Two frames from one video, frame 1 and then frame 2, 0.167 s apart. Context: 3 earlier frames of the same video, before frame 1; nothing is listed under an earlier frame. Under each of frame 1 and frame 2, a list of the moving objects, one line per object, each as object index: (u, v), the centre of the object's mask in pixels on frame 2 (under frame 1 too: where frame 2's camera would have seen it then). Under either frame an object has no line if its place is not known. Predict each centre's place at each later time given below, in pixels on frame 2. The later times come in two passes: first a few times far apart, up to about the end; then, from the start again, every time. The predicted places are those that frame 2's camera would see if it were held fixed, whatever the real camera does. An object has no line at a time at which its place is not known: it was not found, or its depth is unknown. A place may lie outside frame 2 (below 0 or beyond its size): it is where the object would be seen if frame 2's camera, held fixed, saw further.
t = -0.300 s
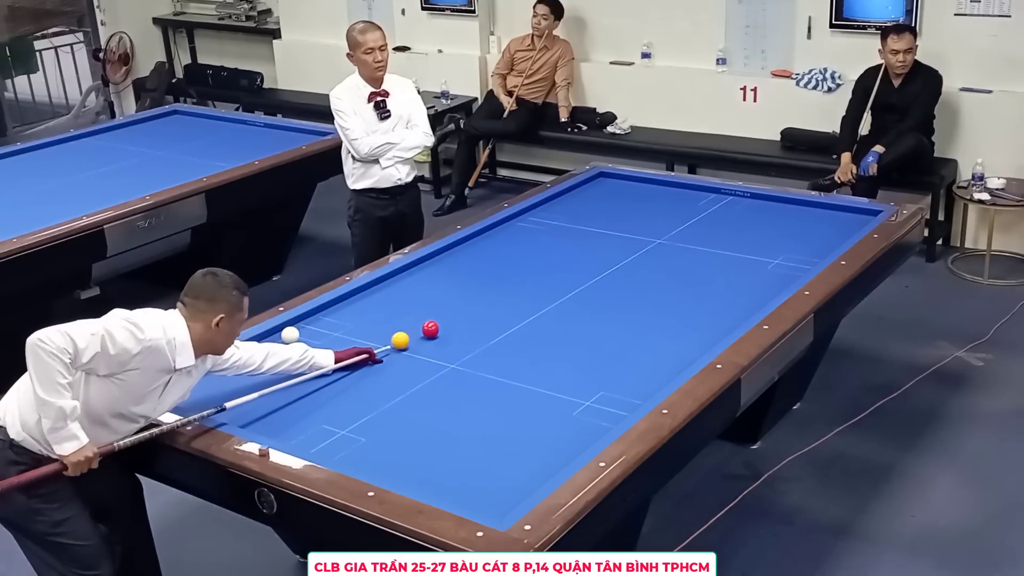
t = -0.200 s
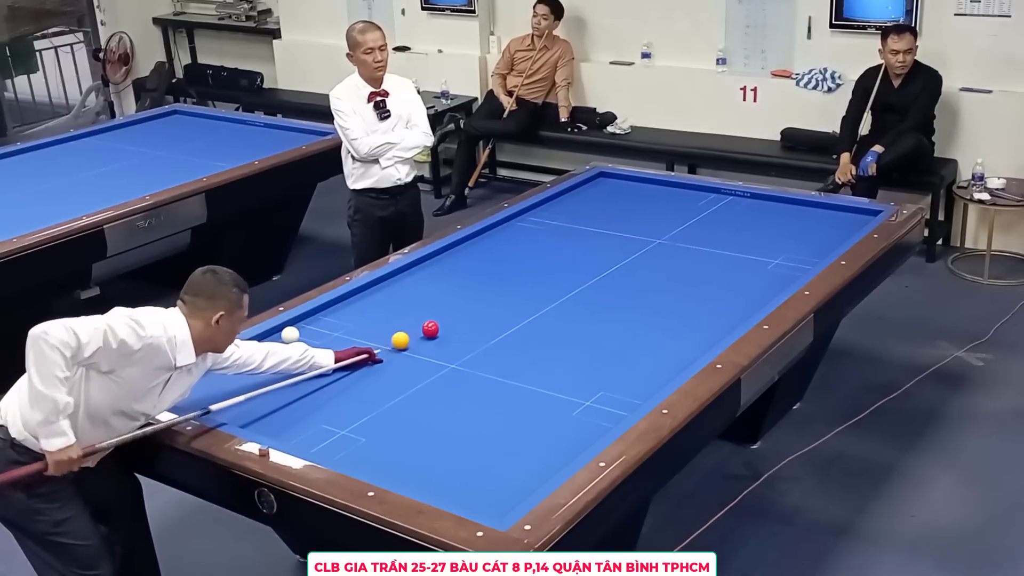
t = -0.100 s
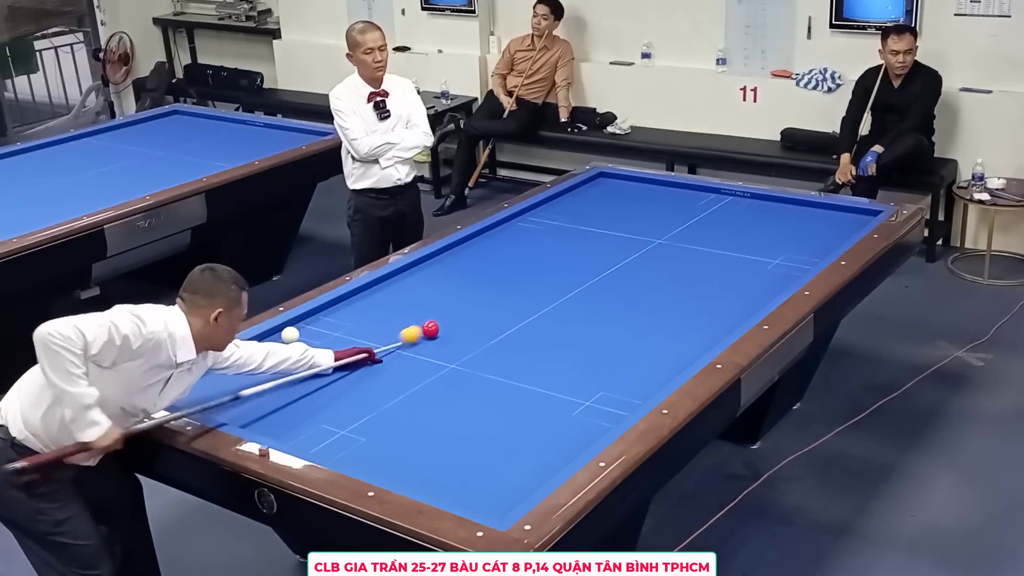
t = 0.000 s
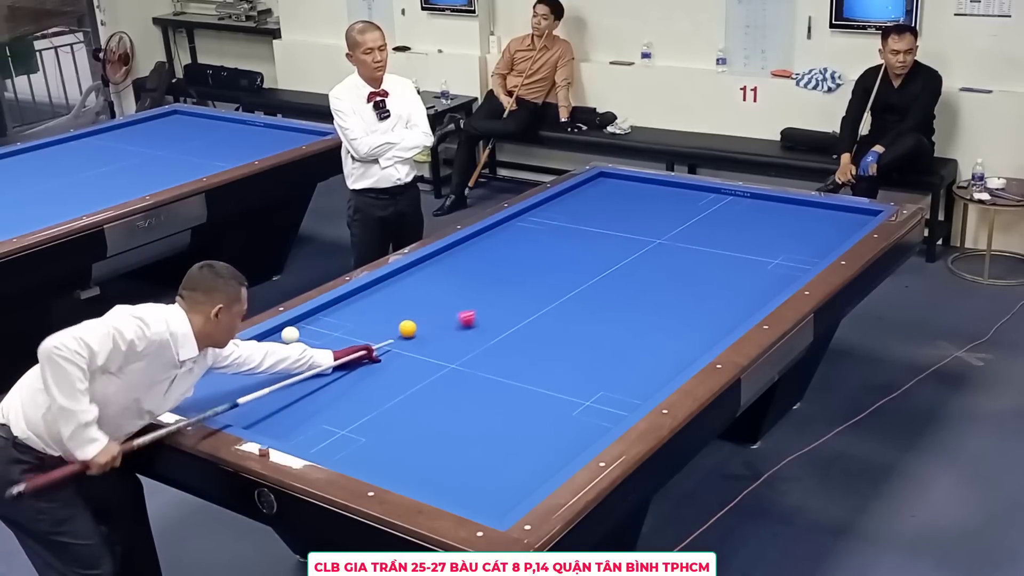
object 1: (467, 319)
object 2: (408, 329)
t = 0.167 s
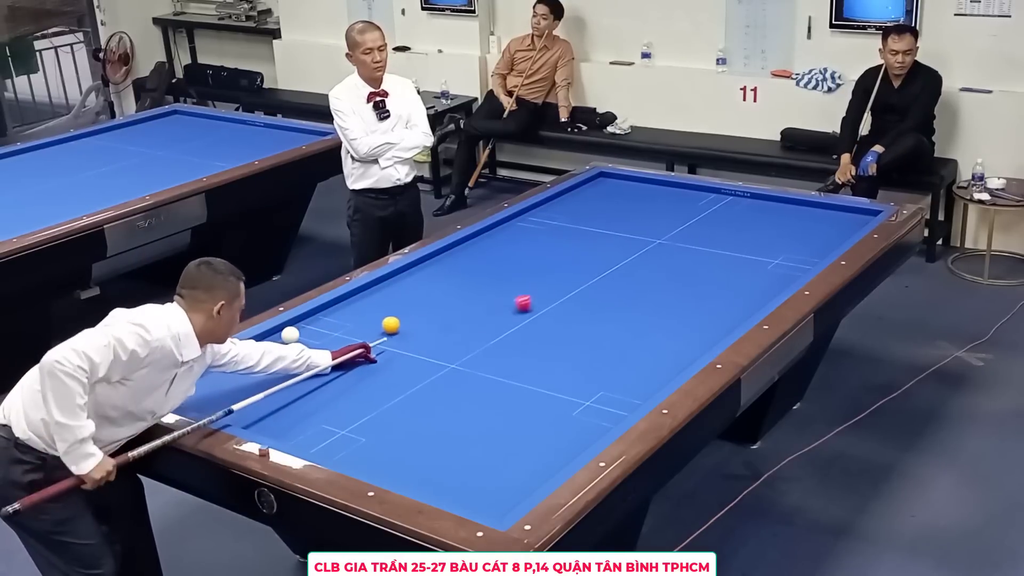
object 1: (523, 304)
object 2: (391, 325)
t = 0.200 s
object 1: (533, 301)
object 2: (387, 325)
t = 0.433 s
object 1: (599, 282)
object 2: (360, 324)
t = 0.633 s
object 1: (652, 267)
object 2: (337, 323)
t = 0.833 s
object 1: (702, 254)
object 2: (316, 322)
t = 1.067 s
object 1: (757, 238)
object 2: (297, 322)
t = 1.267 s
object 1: (801, 226)
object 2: (298, 327)
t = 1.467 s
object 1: (843, 214)
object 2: (301, 329)
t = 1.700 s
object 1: (858, 220)
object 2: (305, 331)
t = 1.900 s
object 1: (849, 229)
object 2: (308, 332)
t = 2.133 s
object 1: (829, 236)
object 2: (311, 333)
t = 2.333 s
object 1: (810, 243)
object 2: (314, 333)
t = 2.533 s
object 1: (792, 250)
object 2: (317, 334)
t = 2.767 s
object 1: (770, 257)
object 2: (319, 335)
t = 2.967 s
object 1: (752, 264)
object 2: (320, 335)
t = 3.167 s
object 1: (733, 271)
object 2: (322, 336)
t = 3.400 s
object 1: (711, 279)
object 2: (323, 336)
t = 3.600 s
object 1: (692, 286)
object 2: (323, 336)
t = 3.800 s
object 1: (673, 293)
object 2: (323, 336)
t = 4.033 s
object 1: (651, 301)
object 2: (323, 336)
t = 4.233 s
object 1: (632, 308)
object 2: (323, 336)
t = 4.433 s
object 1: (613, 315)
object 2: (323, 336)
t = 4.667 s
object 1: (590, 323)
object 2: (323, 336)
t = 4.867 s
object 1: (571, 330)
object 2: (323, 336)
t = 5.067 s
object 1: (552, 338)
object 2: (323, 336)
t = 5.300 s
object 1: (529, 346)
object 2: (323, 336)
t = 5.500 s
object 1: (510, 353)
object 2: (323, 336)
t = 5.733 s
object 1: (487, 362)
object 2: (323, 336)
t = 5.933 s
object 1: (467, 369)
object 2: (323, 336)
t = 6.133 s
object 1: (448, 377)
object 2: (323, 336)
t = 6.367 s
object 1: (425, 386)
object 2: (323, 336)
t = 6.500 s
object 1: (412, 391)
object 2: (323, 336)
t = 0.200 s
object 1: (533, 301)
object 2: (387, 325)
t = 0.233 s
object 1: (542, 298)
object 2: (383, 325)
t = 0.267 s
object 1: (552, 295)
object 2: (379, 324)
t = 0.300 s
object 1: (562, 293)
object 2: (375, 324)
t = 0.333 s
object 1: (571, 290)
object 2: (371, 324)
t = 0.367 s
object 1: (581, 287)
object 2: (368, 324)
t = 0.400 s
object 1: (590, 285)
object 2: (364, 324)
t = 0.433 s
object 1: (599, 282)
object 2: (360, 324)
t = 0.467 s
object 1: (608, 280)
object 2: (356, 324)
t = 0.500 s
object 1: (617, 277)
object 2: (352, 324)
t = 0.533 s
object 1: (626, 275)
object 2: (348, 323)
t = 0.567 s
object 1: (635, 272)
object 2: (345, 323)
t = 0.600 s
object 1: (643, 270)
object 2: (341, 323)
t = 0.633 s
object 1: (652, 267)
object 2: (337, 323)
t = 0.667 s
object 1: (660, 265)
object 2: (334, 323)
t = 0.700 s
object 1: (669, 263)
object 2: (330, 323)
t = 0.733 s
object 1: (678, 260)
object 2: (326, 322)
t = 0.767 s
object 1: (686, 258)
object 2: (323, 322)
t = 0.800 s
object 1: (694, 256)
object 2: (319, 322)
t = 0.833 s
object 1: (702, 254)
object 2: (316, 322)
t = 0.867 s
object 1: (710, 251)
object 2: (312, 322)
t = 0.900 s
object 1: (718, 249)
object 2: (308, 322)
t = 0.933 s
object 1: (726, 247)
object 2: (305, 322)
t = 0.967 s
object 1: (734, 245)
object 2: (301, 321)
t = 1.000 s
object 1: (742, 242)
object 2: (297, 319)
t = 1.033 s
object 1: (750, 240)
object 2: (296, 321)
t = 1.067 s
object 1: (757, 238)
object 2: (297, 322)
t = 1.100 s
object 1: (765, 236)
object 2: (297, 323)
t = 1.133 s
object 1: (772, 234)
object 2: (297, 324)
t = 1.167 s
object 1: (780, 232)
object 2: (297, 324)
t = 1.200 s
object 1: (787, 230)
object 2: (297, 325)
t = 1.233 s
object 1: (794, 228)
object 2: (297, 326)
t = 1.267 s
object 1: (801, 226)
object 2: (298, 327)
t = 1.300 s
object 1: (809, 224)
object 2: (298, 327)
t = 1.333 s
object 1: (816, 222)
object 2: (299, 328)
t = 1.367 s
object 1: (823, 220)
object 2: (299, 328)
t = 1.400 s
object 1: (830, 218)
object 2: (300, 329)
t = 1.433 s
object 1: (837, 216)
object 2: (300, 329)
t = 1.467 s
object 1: (843, 214)
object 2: (301, 329)
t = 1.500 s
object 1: (850, 212)
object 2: (301, 330)
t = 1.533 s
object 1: (857, 211)
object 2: (302, 330)
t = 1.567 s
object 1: (858, 212)
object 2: (303, 330)
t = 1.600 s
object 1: (858, 214)
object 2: (303, 330)
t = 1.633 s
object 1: (857, 216)
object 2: (304, 330)
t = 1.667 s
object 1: (857, 218)
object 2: (305, 330)
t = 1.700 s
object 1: (858, 220)
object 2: (305, 331)
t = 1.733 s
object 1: (858, 222)
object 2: (306, 331)
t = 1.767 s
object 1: (858, 223)
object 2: (306, 331)
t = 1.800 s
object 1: (858, 224)
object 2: (306, 331)
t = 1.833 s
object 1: (855, 226)
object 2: (307, 331)
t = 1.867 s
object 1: (852, 227)
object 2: (308, 332)
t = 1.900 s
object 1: (849, 229)
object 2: (308, 332)
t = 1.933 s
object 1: (847, 230)
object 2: (308, 332)
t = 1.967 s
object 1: (844, 231)
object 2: (309, 332)
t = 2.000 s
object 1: (841, 232)
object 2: (309, 332)
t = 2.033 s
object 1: (838, 233)
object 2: (310, 332)
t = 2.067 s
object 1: (835, 234)
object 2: (310, 333)
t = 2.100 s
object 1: (832, 235)
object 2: (311, 333)
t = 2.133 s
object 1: (829, 236)
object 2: (311, 333)
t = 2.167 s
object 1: (825, 238)
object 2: (312, 333)
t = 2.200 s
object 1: (822, 239)
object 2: (313, 333)
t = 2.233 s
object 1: (819, 240)
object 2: (313, 333)
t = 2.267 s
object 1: (817, 241)
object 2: (313, 333)
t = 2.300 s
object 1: (813, 242)
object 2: (314, 333)
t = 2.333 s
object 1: (810, 243)
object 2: (314, 333)
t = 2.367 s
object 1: (807, 244)
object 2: (315, 333)
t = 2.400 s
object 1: (804, 245)
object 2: (315, 334)
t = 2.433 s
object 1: (801, 246)
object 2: (316, 334)
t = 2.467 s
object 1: (798, 247)
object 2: (316, 334)
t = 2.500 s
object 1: (795, 249)
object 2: (316, 334)
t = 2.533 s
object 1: (792, 250)
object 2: (317, 334)
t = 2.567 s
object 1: (789, 251)
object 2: (317, 334)
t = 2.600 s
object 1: (786, 252)
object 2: (317, 334)
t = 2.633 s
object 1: (783, 253)
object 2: (318, 334)
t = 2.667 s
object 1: (780, 254)
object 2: (318, 334)
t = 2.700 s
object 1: (777, 255)
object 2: (318, 335)
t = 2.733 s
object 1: (773, 256)
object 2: (319, 335)
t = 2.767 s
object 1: (770, 257)
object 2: (319, 335)
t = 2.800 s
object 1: (767, 258)
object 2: (319, 335)
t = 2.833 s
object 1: (764, 259)
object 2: (320, 335)
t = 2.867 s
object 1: (761, 261)
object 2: (320, 335)
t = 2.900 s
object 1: (758, 262)
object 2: (320, 335)
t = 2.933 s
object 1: (755, 263)
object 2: (320, 335)
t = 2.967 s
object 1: (752, 264)
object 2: (320, 335)
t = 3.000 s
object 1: (749, 265)
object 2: (321, 335)
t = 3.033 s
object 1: (746, 266)
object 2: (321, 335)
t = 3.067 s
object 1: (743, 267)
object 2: (321, 335)
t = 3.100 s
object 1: (739, 269)
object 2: (321, 335)
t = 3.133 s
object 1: (736, 270)
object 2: (321, 335)
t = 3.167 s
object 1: (733, 271)
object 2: (322, 336)
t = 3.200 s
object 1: (730, 272)
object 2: (322, 335)
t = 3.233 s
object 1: (727, 273)
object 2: (322, 335)
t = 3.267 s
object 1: (724, 274)
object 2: (322, 336)
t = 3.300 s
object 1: (721, 275)
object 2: (322, 336)
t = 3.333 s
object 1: (718, 277)
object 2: (322, 336)
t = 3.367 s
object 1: (714, 278)
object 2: (322, 336)
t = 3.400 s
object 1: (711, 279)
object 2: (323, 336)
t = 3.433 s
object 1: (708, 280)
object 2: (323, 336)
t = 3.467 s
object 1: (705, 282)
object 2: (323, 336)
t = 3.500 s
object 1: (702, 282)
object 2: (323, 336)
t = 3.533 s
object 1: (699, 283)
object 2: (323, 336)
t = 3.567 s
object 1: (695, 285)
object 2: (323, 336)
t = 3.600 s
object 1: (692, 286)
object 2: (323, 336)
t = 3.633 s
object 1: (689, 287)
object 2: (323, 336)
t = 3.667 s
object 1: (686, 288)
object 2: (323, 336)
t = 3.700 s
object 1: (683, 289)
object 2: (323, 336)
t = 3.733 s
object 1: (680, 290)
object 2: (323, 336)
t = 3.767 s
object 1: (677, 292)
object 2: (323, 336)
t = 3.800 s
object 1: (673, 293)
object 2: (323, 336)
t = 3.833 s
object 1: (670, 294)
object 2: (323, 336)
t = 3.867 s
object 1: (667, 295)
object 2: (323, 336)
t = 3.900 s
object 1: (664, 296)
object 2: (323, 336)
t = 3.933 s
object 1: (661, 297)
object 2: (323, 336)
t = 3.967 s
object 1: (658, 299)
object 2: (323, 336)
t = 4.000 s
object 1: (654, 300)
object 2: (323, 336)
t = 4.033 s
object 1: (651, 301)
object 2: (323, 336)
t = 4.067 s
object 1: (648, 302)
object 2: (323, 336)
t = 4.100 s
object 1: (645, 303)
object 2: (323, 336)
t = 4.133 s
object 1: (642, 304)
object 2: (323, 336)
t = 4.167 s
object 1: (638, 306)
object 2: (323, 336)
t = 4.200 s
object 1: (635, 307)
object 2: (323, 336)
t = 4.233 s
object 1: (632, 308)
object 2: (323, 336)
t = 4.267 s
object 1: (629, 309)
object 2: (323, 336)
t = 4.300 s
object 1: (626, 310)
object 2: (323, 336)
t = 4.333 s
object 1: (623, 311)
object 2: (323, 336)
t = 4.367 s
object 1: (619, 313)
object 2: (323, 336)
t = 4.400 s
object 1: (616, 314)
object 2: (323, 336)
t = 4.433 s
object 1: (613, 315)
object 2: (323, 336)
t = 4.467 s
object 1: (610, 316)
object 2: (323, 336)
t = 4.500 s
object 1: (606, 317)
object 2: (323, 336)
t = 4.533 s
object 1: (603, 318)
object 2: (323, 336)
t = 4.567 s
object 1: (600, 320)
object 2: (323, 336)
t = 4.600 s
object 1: (597, 321)
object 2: (323, 336)
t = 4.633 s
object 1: (594, 322)
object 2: (323, 336)
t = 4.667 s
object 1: (590, 323)
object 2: (323, 336)
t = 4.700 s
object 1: (587, 324)
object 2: (323, 336)
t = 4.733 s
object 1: (584, 325)
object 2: (323, 336)
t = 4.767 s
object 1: (581, 327)
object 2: (323, 336)
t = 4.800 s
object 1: (577, 328)
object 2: (323, 336)
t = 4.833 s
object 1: (574, 329)
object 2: (323, 336)
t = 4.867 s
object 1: (571, 330)
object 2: (323, 336)
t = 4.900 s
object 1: (568, 332)
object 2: (323, 336)
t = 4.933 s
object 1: (565, 333)
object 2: (323, 336)
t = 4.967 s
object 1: (561, 334)
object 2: (323, 336)
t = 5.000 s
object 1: (558, 335)
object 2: (323, 336)
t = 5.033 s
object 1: (555, 336)
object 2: (323, 336)
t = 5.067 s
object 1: (552, 338)
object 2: (323, 336)
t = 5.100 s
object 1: (549, 339)
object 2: (323, 336)
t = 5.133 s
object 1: (545, 340)
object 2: (323, 336)
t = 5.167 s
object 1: (542, 341)
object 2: (323, 336)
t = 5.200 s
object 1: (539, 342)
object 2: (323, 336)
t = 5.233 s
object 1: (536, 344)
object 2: (323, 336)
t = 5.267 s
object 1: (532, 345)
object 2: (323, 336)
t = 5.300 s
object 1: (529, 346)
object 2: (323, 336)
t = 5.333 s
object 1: (526, 347)
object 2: (323, 336)
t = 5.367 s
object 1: (523, 349)
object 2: (323, 336)
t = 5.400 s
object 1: (519, 350)
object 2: (323, 336)
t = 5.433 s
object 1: (516, 351)
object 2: (323, 336)
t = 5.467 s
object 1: (513, 352)
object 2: (323, 336)
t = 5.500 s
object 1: (510, 353)
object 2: (323, 336)
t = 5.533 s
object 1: (506, 354)
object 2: (323, 336)
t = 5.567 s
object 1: (503, 356)
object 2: (323, 336)
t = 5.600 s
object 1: (500, 357)
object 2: (323, 336)
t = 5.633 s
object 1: (497, 358)
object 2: (323, 336)
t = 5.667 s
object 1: (493, 360)
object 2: (323, 336)
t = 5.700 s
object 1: (490, 361)
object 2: (323, 336)
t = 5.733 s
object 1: (487, 362)
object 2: (323, 336)
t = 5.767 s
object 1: (483, 363)
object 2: (323, 336)
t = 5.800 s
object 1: (480, 364)
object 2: (323, 336)
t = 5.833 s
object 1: (477, 366)
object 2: (323, 336)
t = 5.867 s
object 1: (474, 367)
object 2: (323, 336)
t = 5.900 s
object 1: (471, 368)
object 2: (323, 336)
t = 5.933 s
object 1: (467, 369)
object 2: (323, 336)
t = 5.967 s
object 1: (464, 370)
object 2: (323, 336)
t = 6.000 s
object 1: (461, 372)
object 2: (323, 336)
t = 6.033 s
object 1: (458, 373)
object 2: (323, 336)
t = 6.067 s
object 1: (454, 374)
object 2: (323, 336)
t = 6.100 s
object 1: (451, 375)
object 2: (323, 336)
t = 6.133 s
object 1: (448, 377)
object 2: (323, 336)
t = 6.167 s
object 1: (445, 378)
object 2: (323, 336)
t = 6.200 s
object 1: (441, 379)
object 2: (323, 336)
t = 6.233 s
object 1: (438, 380)
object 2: (323, 336)
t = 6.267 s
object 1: (435, 382)
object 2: (323, 336)
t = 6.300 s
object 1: (431, 383)
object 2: (323, 336)
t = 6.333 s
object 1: (428, 384)
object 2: (323, 336)
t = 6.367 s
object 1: (425, 386)
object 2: (323, 336)
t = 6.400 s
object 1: (422, 387)
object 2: (323, 336)
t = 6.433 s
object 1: (419, 388)
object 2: (323, 336)
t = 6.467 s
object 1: (415, 389)
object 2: (323, 336)
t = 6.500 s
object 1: (412, 391)
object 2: (323, 336)
